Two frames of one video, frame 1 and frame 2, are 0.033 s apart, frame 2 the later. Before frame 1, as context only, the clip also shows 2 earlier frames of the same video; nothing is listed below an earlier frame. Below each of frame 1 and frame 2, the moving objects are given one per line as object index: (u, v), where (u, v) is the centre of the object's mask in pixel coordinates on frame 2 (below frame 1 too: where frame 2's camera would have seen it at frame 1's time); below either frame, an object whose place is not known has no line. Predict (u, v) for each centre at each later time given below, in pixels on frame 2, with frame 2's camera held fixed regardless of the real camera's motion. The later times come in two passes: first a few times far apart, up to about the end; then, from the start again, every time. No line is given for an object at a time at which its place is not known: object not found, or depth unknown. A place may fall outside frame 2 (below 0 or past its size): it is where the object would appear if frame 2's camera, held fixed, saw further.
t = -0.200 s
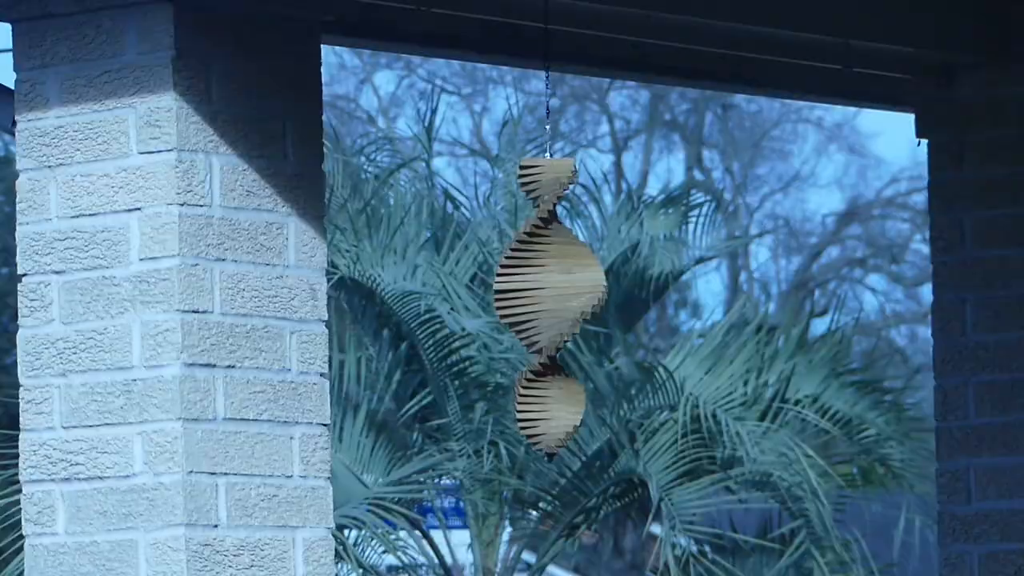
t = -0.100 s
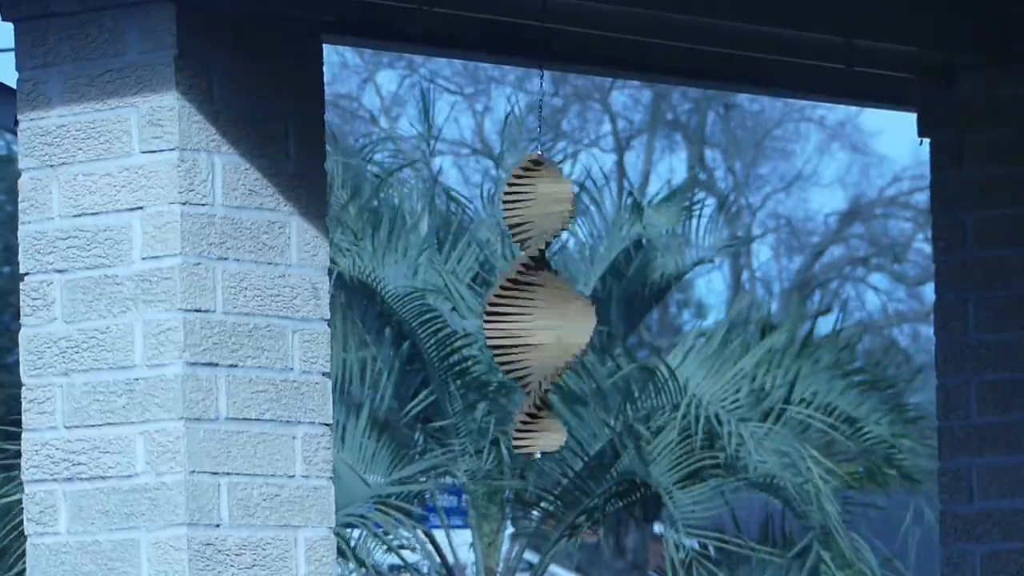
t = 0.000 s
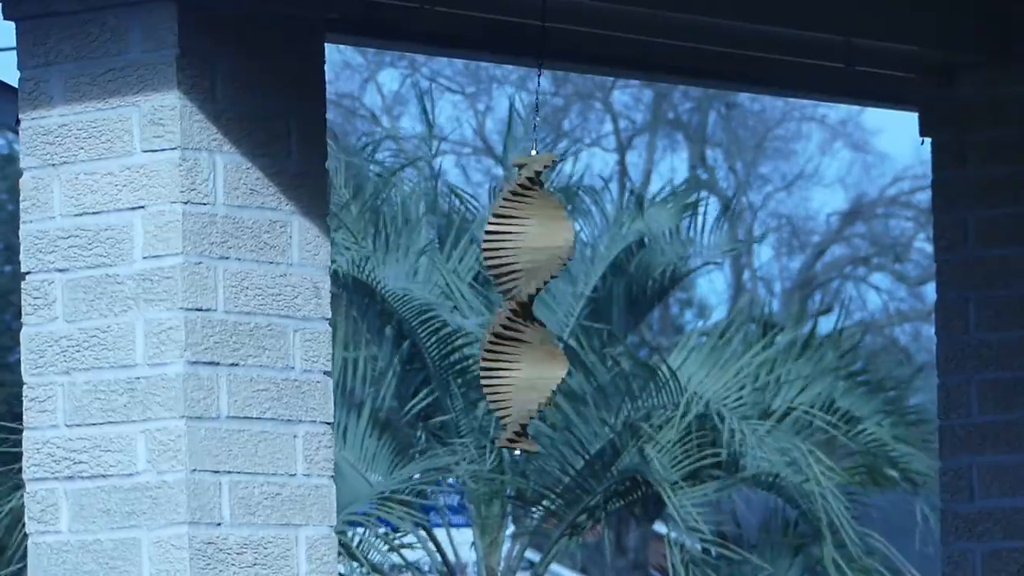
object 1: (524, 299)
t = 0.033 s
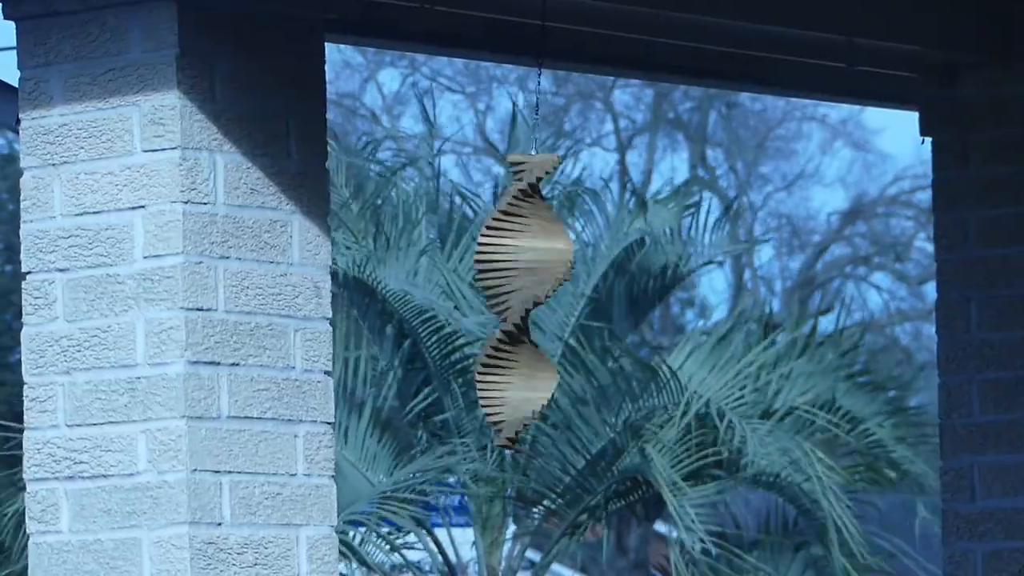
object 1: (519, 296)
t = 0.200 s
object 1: (503, 297)
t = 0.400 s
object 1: (503, 297)
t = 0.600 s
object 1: (522, 299)
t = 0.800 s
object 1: (548, 303)
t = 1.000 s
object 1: (564, 304)
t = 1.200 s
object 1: (565, 305)
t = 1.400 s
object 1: (546, 304)
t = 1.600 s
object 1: (516, 301)
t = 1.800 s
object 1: (500, 297)
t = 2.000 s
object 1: (505, 297)
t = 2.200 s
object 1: (522, 299)
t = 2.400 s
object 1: (546, 300)
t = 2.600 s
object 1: (558, 303)
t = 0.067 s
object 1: (515, 297)
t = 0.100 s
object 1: (511, 298)
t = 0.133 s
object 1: (508, 299)
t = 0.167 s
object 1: (505, 298)
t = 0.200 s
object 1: (503, 297)
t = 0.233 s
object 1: (501, 298)
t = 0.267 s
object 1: (500, 298)
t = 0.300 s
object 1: (500, 295)
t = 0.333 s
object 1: (500, 293)
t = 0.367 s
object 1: (501, 295)
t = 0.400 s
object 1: (503, 297)
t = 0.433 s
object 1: (505, 297)
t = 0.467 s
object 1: (508, 299)
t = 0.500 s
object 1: (511, 300)
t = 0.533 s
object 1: (514, 300)
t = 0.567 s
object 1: (518, 300)
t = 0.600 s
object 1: (522, 299)
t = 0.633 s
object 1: (526, 298)
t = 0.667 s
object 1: (531, 300)
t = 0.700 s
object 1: (534, 302)
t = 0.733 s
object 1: (539, 303)
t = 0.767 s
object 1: (543, 303)
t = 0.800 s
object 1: (548, 303)
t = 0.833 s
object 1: (552, 305)
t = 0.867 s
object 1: (555, 304)
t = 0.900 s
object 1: (558, 302)
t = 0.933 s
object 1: (561, 302)
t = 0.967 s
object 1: (562, 302)
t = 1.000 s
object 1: (564, 304)
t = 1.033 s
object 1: (564, 305)
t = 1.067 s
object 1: (565, 306)
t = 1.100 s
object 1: (566, 305)
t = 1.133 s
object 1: (566, 305)
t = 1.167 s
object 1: (566, 306)
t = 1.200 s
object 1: (565, 305)
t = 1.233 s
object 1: (563, 304)
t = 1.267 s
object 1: (561, 302)
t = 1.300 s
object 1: (558, 304)
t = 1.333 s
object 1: (555, 305)
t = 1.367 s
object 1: (550, 306)
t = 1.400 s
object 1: (546, 304)
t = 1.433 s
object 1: (542, 304)
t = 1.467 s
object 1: (536, 305)
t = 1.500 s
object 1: (531, 305)
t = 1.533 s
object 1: (526, 302)
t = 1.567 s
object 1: (521, 299)
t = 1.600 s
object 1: (516, 301)
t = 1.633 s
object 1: (512, 300)
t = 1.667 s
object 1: (507, 300)
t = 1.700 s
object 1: (504, 300)
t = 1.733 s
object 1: (502, 300)
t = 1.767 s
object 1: (500, 299)
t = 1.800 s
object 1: (500, 297)
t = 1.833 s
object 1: (500, 295)
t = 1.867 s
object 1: (500, 294)
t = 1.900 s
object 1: (501, 296)
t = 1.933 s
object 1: (502, 297)
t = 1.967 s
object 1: (503, 296)
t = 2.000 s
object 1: (505, 297)
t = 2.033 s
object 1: (507, 298)
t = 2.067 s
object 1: (510, 296)
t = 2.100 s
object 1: (512, 296)
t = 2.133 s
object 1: (516, 293)
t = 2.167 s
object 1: (519, 296)
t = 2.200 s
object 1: (522, 299)
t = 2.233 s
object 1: (525, 299)
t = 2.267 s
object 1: (529, 300)
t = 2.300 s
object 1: (534, 302)
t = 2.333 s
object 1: (538, 301)
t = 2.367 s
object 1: (542, 299)
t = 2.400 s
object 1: (546, 300)
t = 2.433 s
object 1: (549, 302)
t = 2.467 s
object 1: (552, 304)
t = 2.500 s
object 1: (554, 304)
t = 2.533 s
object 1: (556, 305)
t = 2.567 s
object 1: (558, 306)
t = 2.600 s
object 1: (558, 303)
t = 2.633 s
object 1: (557, 302)
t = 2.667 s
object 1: (554, 302)
